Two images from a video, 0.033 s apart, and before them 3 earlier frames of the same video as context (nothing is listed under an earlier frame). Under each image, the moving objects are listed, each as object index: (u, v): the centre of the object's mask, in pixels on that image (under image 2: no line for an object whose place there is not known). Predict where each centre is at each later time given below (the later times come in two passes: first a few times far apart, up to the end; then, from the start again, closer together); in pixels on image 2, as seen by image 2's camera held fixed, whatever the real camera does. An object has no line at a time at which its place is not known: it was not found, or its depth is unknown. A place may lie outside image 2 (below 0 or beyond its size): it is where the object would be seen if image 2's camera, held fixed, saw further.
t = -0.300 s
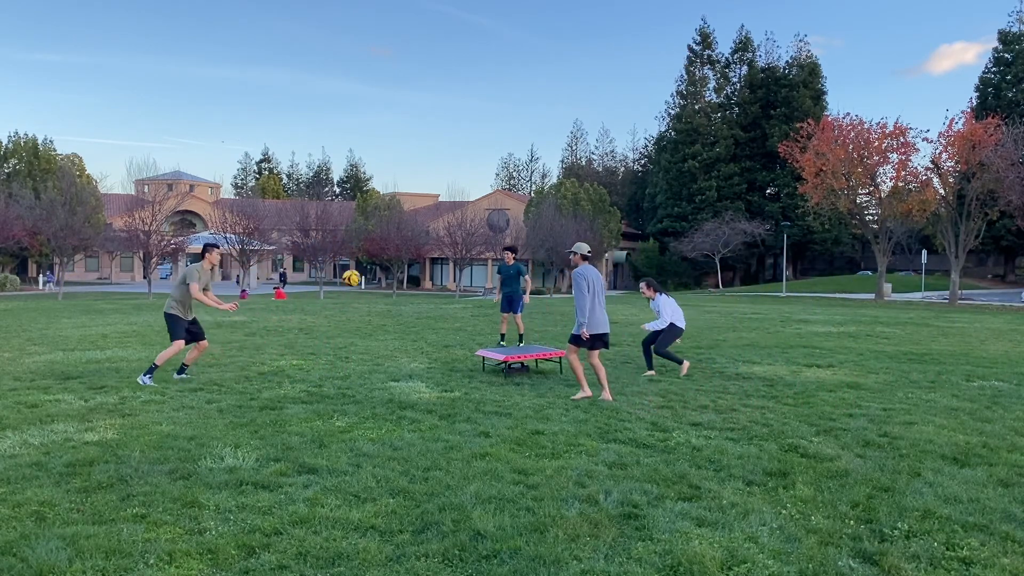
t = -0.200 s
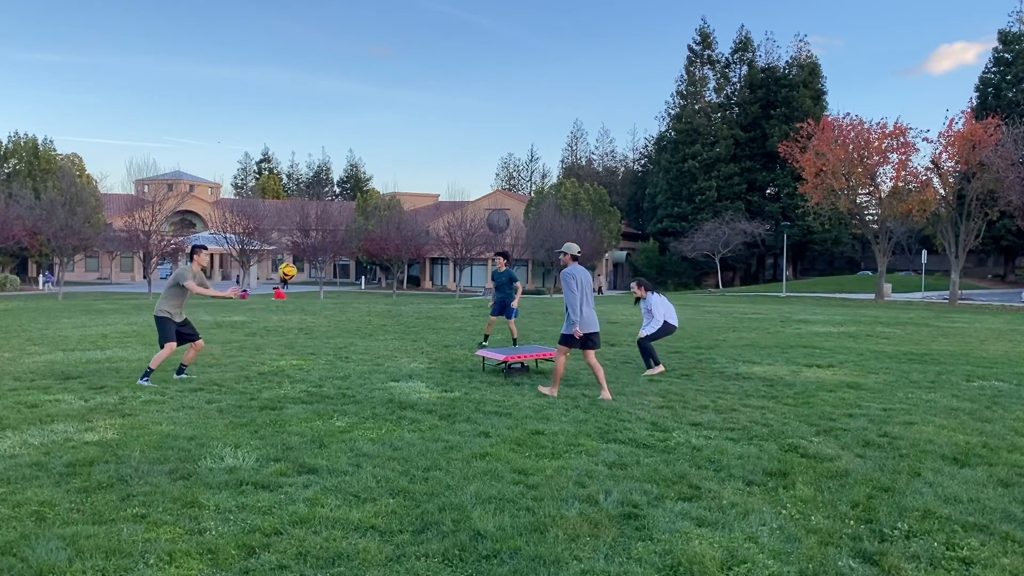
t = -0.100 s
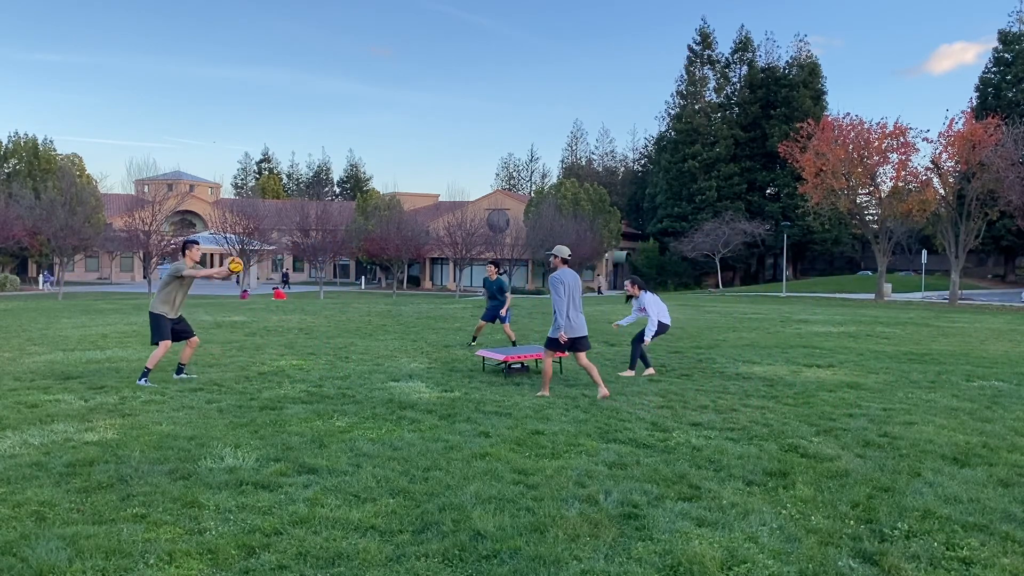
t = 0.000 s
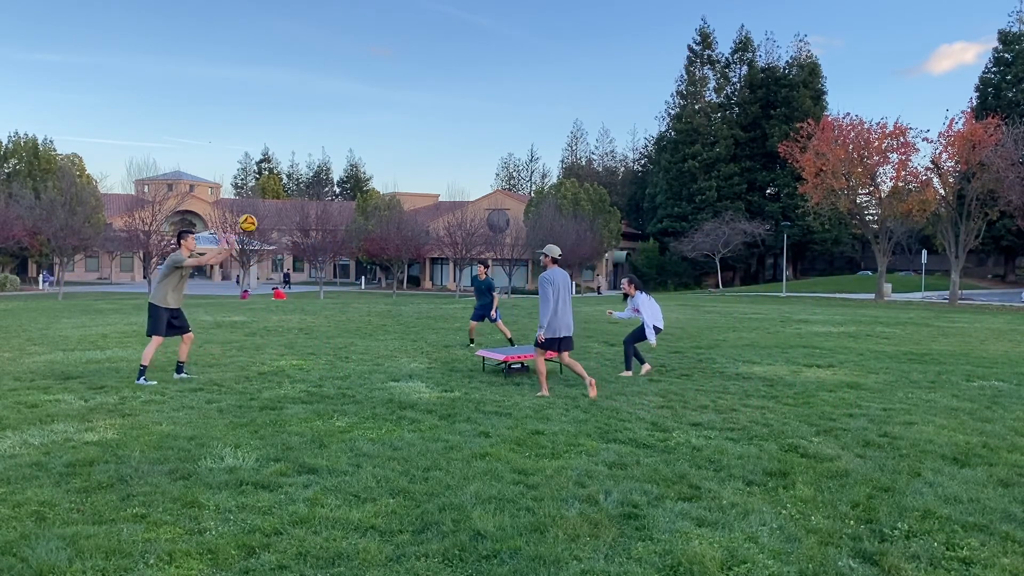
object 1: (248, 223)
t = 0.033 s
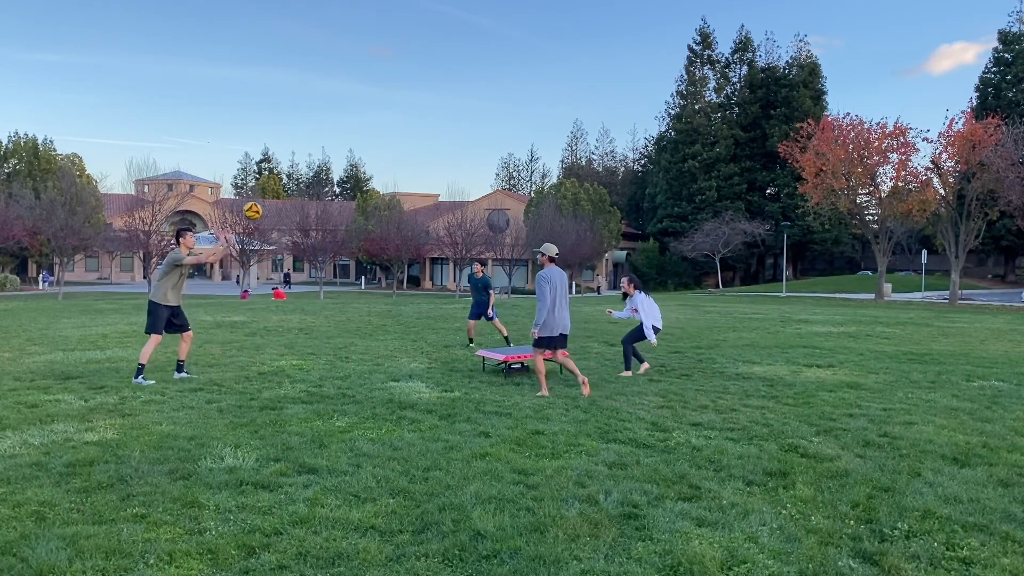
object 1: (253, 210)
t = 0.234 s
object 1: (281, 156)
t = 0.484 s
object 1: (315, 134)
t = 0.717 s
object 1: (347, 161)
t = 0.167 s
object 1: (272, 170)
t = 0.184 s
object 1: (274, 166)
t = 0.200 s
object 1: (276, 162)
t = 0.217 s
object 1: (279, 158)
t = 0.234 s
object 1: (281, 156)
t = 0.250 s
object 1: (283, 152)
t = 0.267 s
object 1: (285, 150)
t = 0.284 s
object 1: (288, 147)
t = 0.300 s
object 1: (290, 144)
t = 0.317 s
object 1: (292, 143)
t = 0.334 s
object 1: (295, 141)
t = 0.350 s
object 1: (297, 139)
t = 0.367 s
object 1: (299, 137)
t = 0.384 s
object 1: (302, 136)
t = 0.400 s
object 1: (304, 135)
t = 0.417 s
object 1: (306, 135)
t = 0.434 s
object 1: (309, 134)
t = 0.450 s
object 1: (311, 134)
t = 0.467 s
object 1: (313, 134)
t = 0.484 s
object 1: (315, 134)
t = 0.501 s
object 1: (318, 135)
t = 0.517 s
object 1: (320, 135)
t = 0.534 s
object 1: (322, 136)
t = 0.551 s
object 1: (324, 137)
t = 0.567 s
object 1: (327, 139)
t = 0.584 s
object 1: (329, 141)
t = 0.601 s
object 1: (331, 142)
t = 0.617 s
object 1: (334, 144)
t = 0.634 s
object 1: (336, 147)
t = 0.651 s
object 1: (338, 149)
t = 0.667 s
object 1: (340, 152)
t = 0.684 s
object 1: (343, 155)
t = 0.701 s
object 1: (345, 158)
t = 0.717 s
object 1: (347, 161)
